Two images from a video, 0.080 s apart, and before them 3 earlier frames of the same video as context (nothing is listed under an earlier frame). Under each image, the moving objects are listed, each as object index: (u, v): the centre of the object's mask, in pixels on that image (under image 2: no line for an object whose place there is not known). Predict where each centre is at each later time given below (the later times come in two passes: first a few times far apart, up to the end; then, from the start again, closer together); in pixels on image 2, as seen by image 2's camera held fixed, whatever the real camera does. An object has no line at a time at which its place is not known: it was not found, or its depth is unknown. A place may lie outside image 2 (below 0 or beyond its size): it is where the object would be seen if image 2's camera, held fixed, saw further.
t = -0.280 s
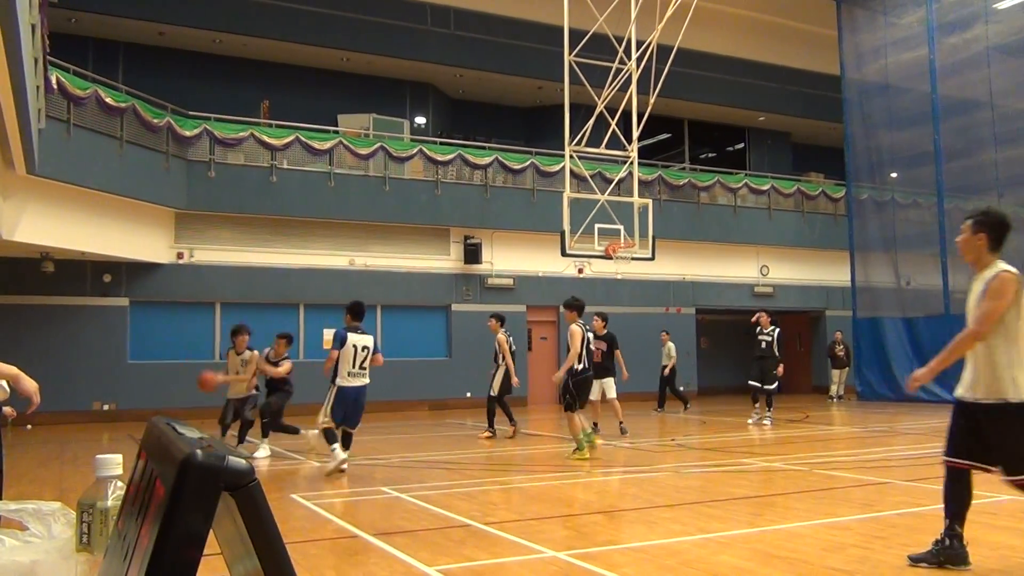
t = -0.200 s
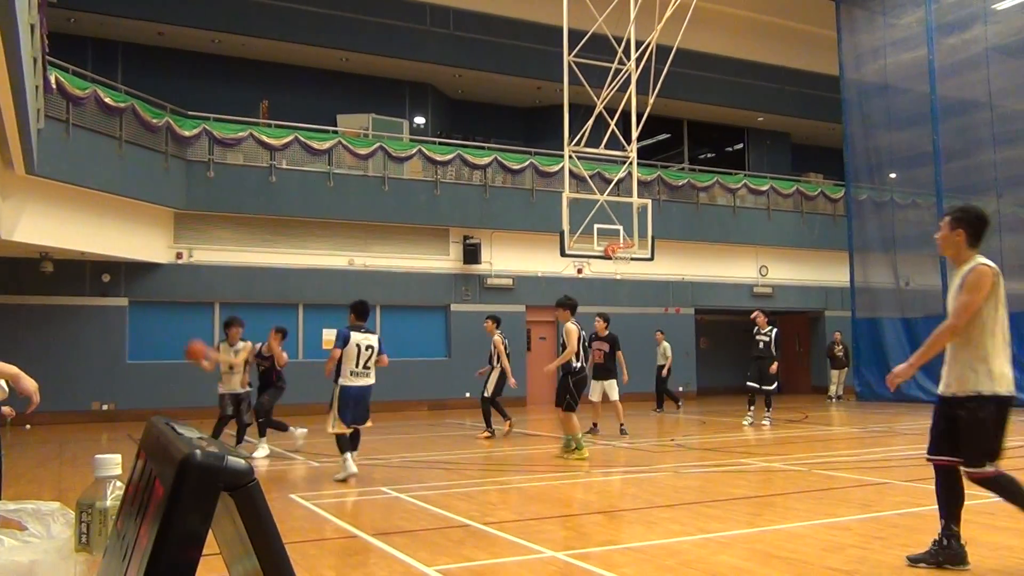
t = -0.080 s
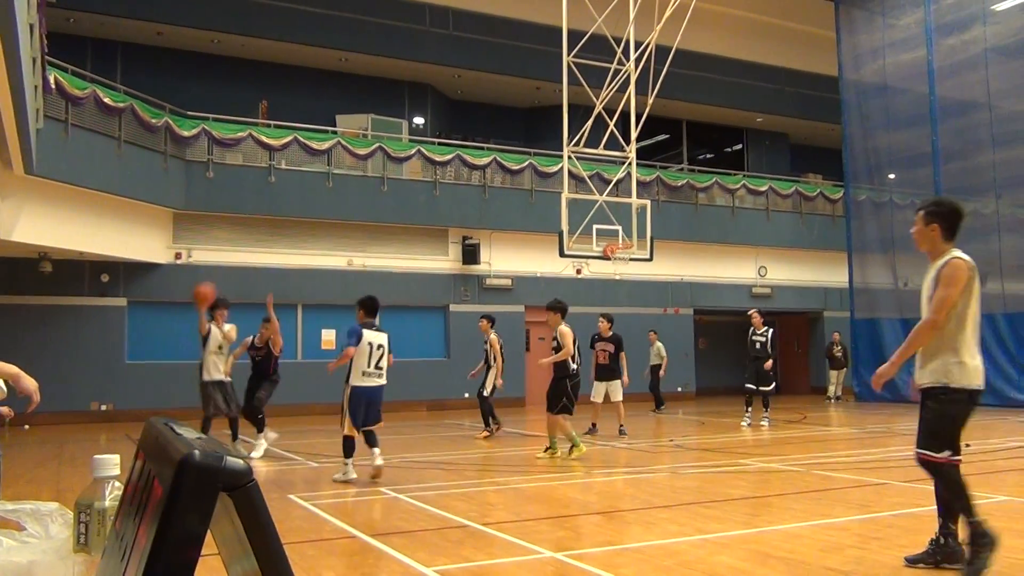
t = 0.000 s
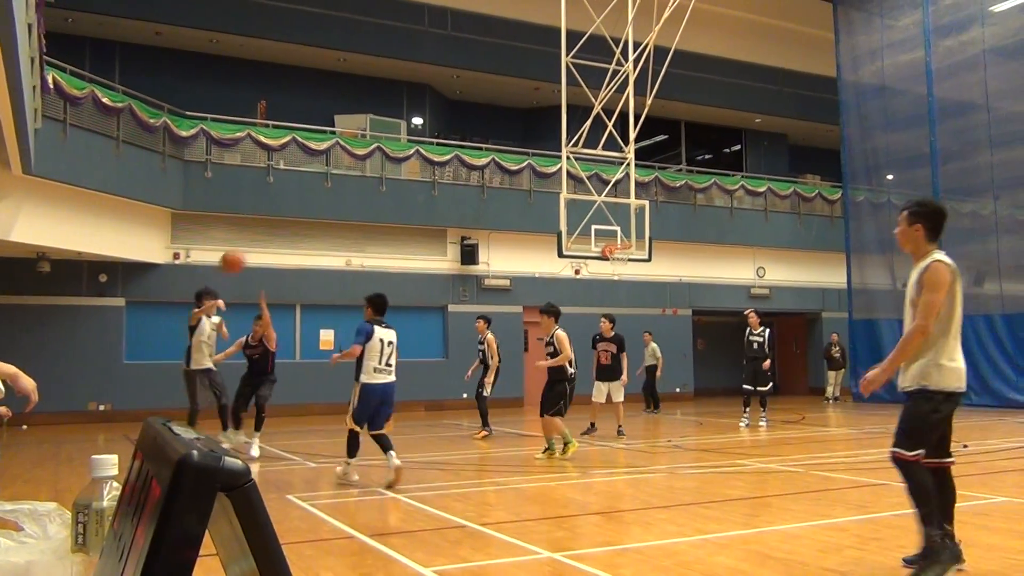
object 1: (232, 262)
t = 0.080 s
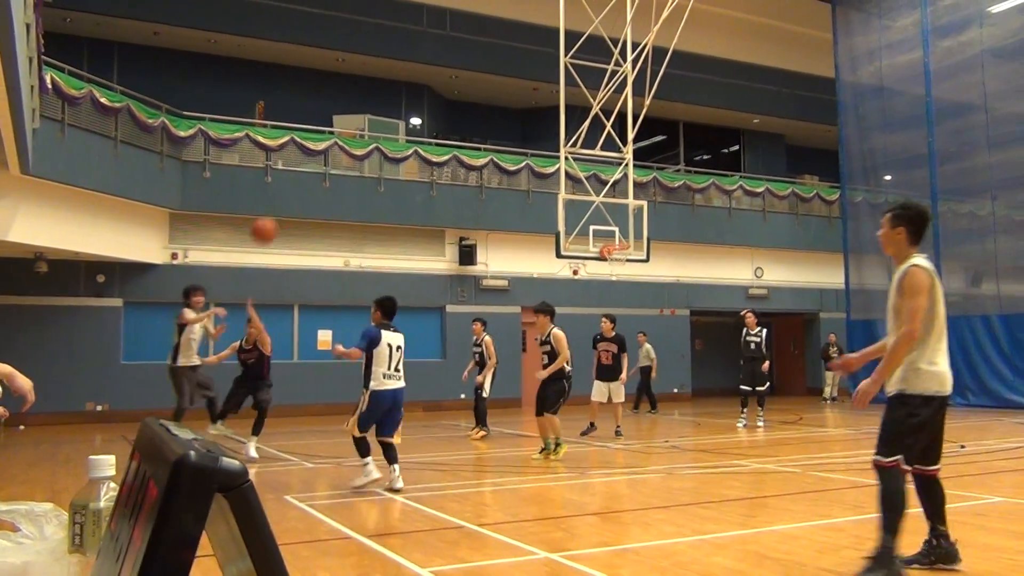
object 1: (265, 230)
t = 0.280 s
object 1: (362, 169)
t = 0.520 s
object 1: (532, 133)
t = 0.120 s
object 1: (282, 216)
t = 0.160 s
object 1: (301, 202)
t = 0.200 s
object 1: (320, 190)
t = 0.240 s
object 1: (340, 179)
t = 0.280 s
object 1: (362, 169)
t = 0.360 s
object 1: (411, 151)
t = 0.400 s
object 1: (439, 143)
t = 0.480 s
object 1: (500, 134)
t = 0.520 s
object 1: (532, 133)
